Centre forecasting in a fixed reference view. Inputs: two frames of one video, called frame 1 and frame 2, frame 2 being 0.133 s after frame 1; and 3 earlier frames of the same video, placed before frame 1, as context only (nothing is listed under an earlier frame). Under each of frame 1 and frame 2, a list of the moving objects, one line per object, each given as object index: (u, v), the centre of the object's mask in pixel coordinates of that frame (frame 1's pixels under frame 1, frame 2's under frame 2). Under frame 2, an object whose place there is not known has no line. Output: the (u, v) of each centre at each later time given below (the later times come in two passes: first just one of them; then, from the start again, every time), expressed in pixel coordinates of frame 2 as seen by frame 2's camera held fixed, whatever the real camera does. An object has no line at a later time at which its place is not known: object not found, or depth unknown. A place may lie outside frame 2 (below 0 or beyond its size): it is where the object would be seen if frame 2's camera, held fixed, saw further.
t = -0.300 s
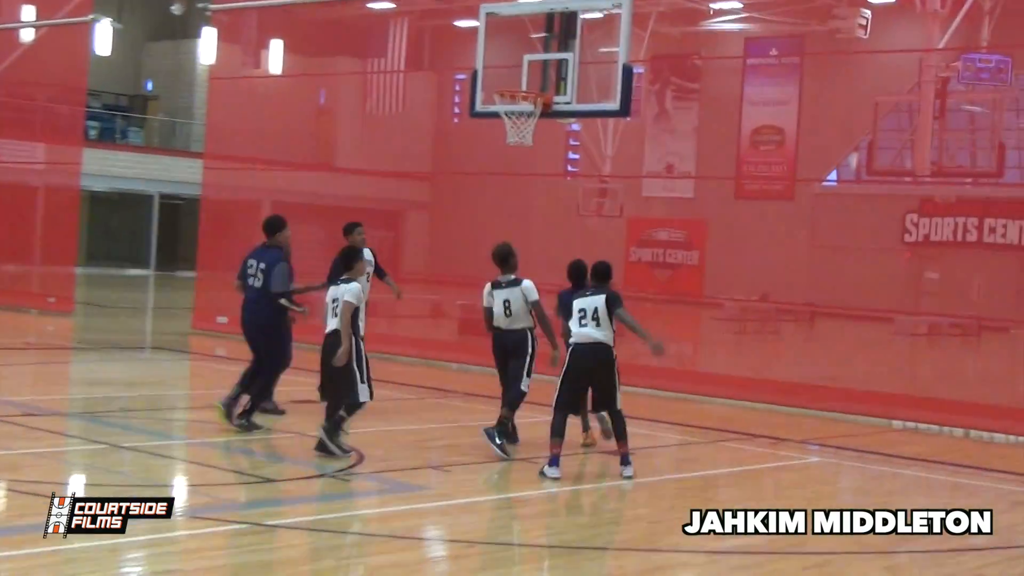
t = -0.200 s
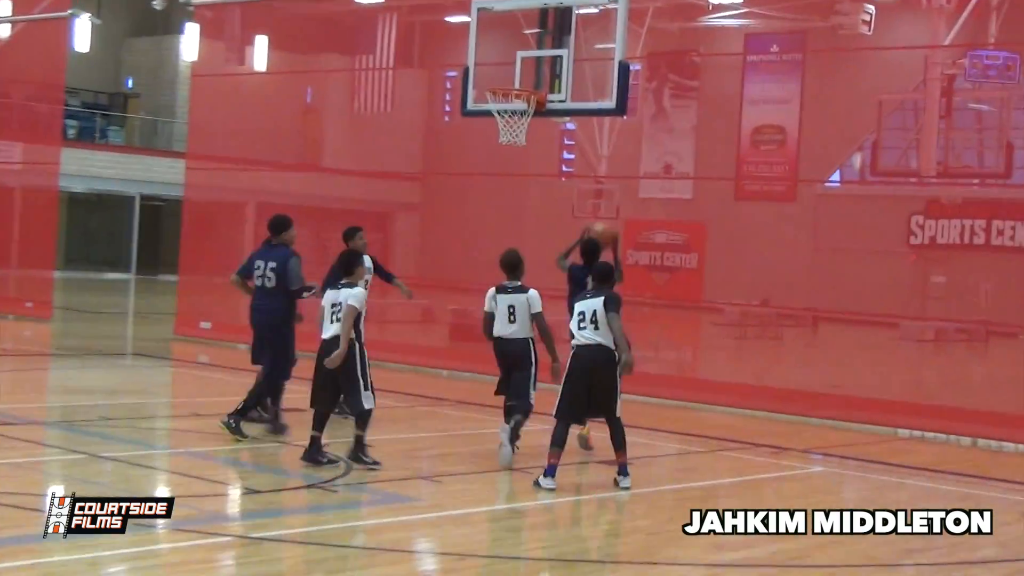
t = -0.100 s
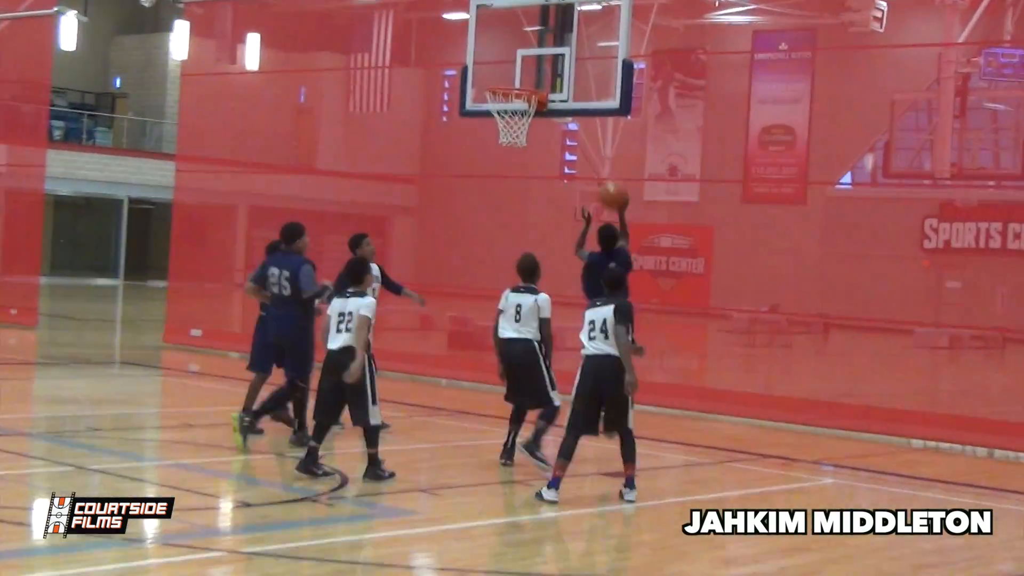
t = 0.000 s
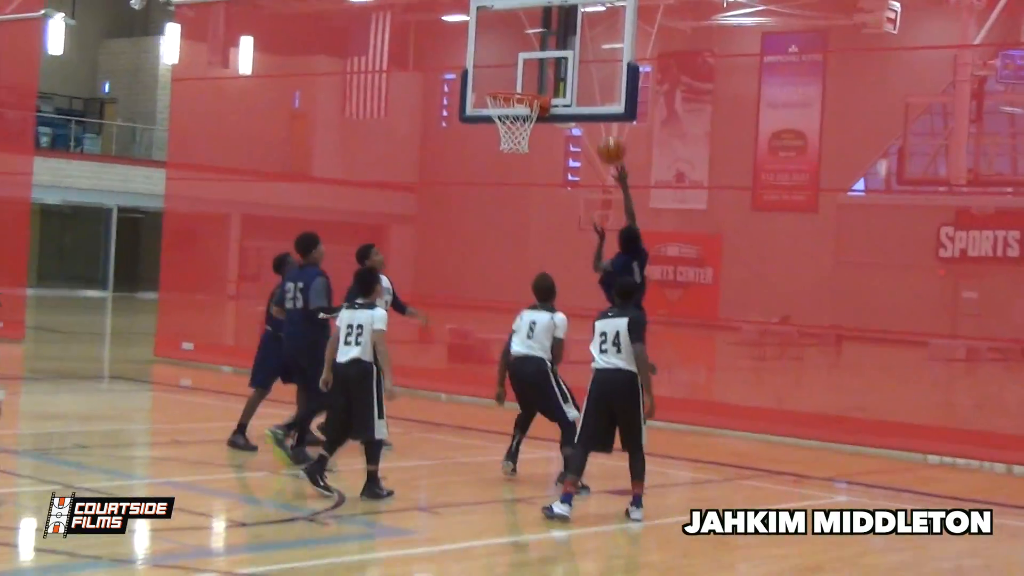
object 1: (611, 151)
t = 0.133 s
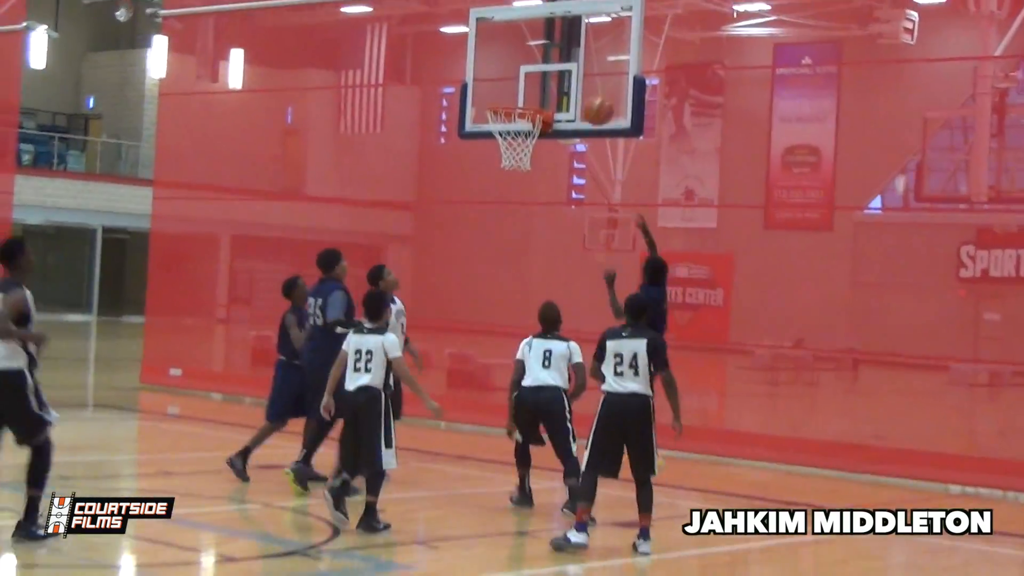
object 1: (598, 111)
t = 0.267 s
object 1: (579, 80)
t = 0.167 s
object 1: (593, 102)
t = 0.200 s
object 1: (588, 93)
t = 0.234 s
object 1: (584, 86)
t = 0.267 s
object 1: (579, 80)
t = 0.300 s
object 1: (573, 76)
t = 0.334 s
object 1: (565, 73)
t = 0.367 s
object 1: (557, 73)
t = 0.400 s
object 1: (551, 74)
